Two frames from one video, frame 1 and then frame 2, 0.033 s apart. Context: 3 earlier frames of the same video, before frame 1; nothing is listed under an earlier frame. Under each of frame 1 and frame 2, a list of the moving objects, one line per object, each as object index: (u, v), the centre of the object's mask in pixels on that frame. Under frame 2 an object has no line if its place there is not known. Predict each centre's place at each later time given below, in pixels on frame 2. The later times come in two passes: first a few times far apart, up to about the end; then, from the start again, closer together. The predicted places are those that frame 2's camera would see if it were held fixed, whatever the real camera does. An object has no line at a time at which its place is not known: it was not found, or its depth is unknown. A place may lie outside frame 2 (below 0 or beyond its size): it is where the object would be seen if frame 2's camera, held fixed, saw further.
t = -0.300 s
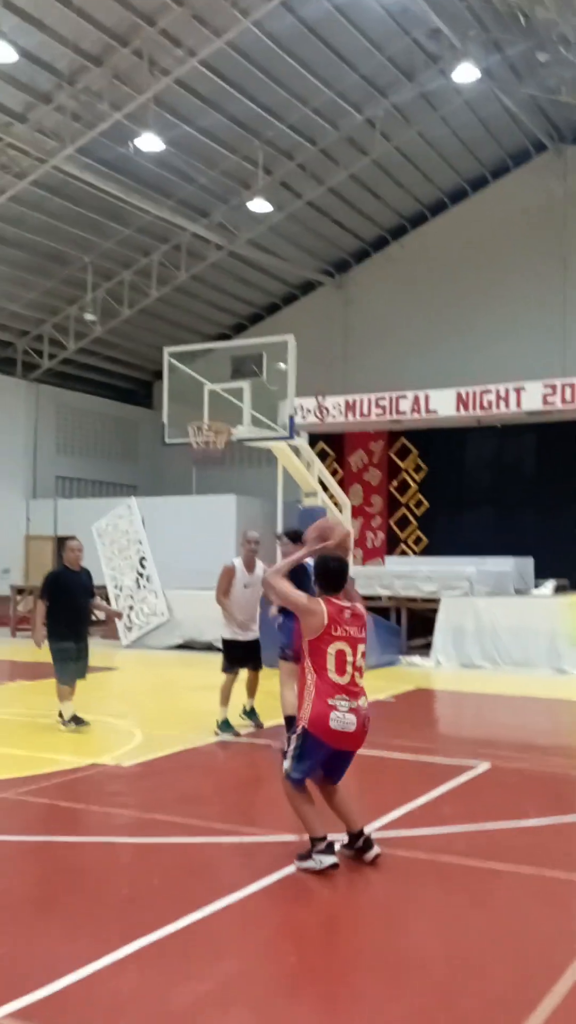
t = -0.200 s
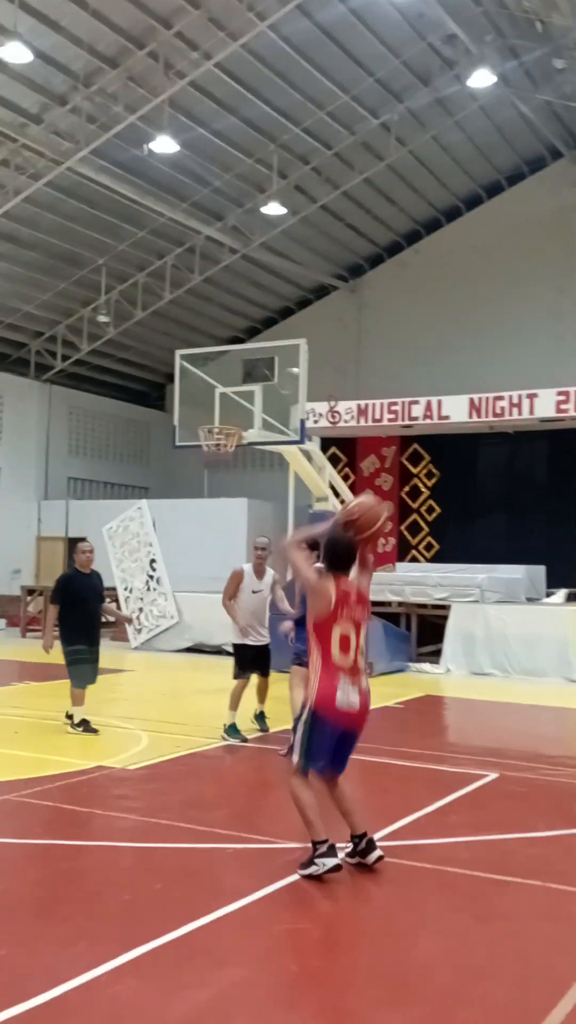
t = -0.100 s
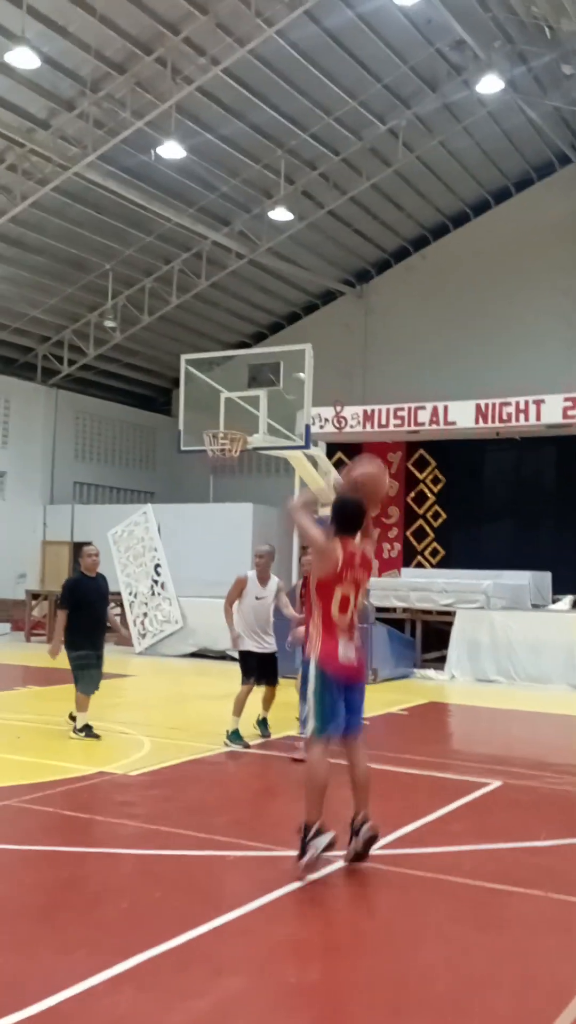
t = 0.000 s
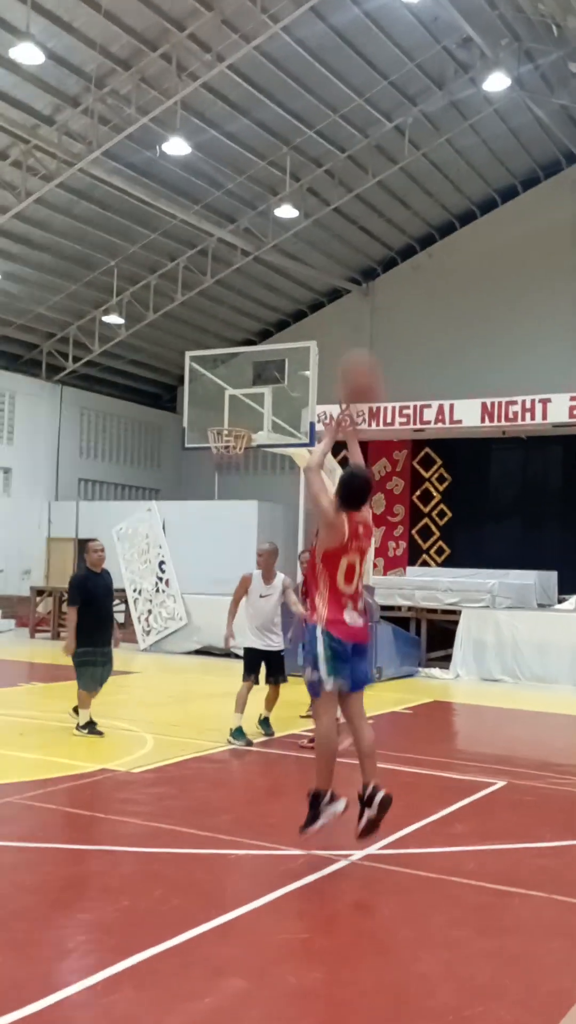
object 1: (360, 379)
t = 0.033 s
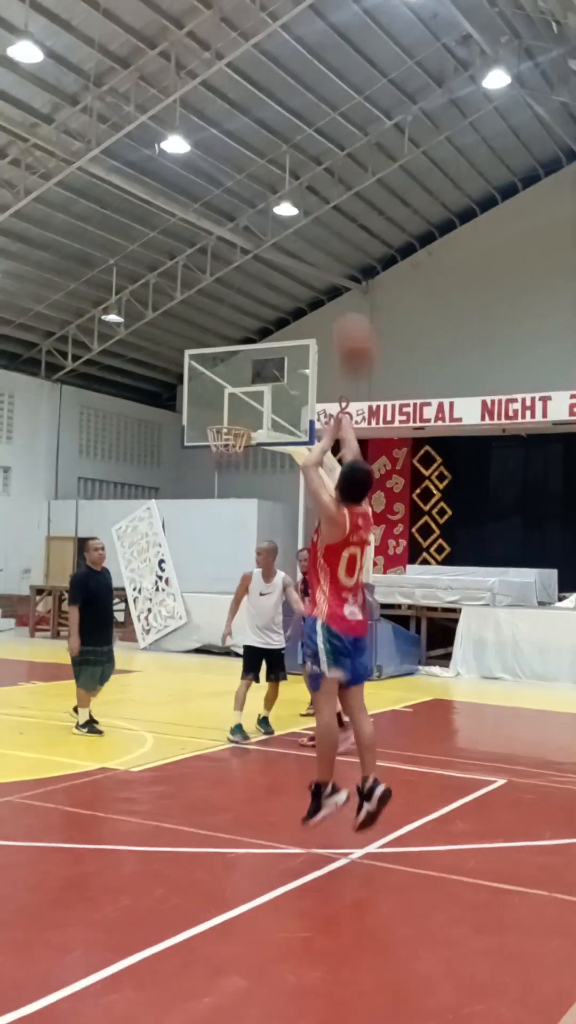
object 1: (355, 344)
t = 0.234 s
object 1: (330, 201)
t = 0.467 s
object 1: (308, 142)
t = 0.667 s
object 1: (294, 152)
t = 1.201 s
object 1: (259, 342)
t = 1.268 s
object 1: (255, 374)
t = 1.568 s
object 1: (262, 374)
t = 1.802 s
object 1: (255, 363)
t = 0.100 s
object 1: (345, 282)
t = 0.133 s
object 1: (342, 261)
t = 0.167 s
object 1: (337, 237)
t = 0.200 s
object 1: (333, 216)
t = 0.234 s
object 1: (330, 201)
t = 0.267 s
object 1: (326, 187)
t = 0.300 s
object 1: (323, 176)
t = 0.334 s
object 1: (320, 165)
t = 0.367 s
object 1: (318, 157)
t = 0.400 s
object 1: (315, 149)
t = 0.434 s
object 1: (311, 146)
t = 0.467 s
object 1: (308, 142)
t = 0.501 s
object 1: (306, 141)
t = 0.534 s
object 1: (304, 140)
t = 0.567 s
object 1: (301, 141)
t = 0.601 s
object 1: (299, 144)
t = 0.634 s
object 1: (296, 148)
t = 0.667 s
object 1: (294, 152)
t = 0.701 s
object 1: (291, 160)
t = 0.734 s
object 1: (289, 166)
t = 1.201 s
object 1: (259, 342)
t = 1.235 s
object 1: (257, 362)
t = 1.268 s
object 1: (255, 374)
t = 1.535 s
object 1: (262, 378)
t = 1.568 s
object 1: (262, 374)
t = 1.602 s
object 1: (262, 373)
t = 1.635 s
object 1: (262, 371)
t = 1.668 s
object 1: (259, 365)
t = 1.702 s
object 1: (259, 363)
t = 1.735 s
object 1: (258, 362)
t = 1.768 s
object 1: (256, 362)
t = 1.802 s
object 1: (255, 363)
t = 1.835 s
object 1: (254, 365)
